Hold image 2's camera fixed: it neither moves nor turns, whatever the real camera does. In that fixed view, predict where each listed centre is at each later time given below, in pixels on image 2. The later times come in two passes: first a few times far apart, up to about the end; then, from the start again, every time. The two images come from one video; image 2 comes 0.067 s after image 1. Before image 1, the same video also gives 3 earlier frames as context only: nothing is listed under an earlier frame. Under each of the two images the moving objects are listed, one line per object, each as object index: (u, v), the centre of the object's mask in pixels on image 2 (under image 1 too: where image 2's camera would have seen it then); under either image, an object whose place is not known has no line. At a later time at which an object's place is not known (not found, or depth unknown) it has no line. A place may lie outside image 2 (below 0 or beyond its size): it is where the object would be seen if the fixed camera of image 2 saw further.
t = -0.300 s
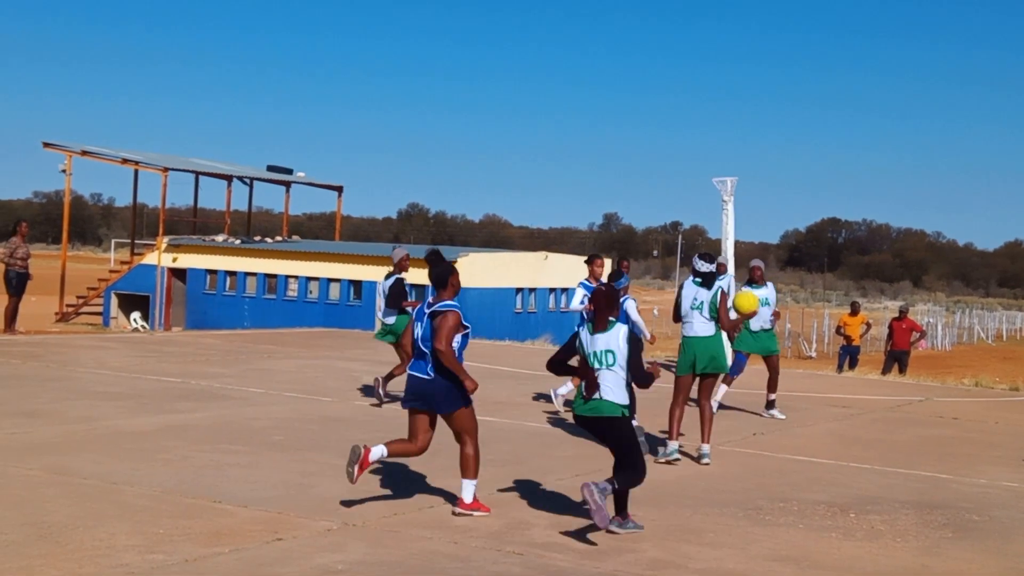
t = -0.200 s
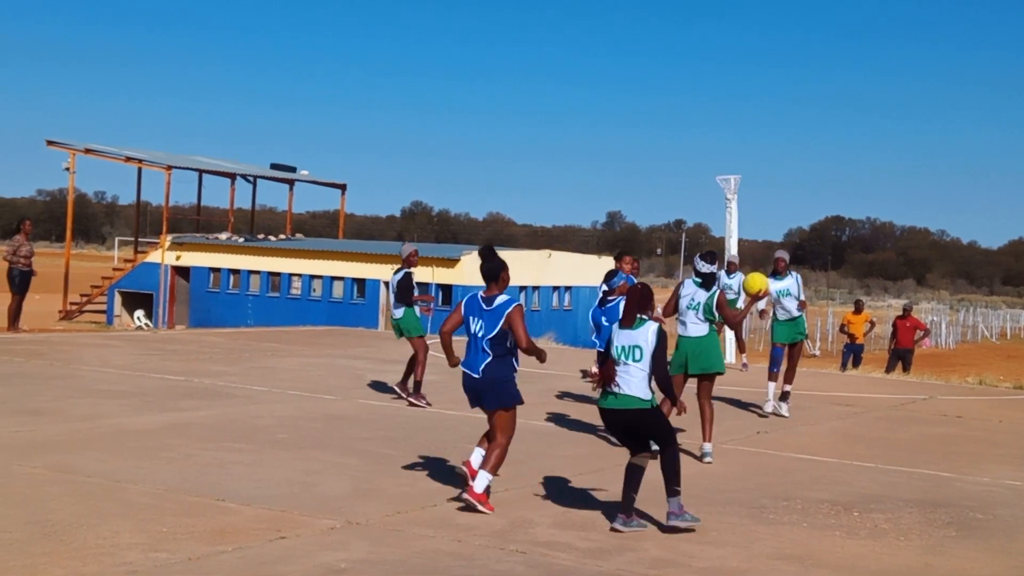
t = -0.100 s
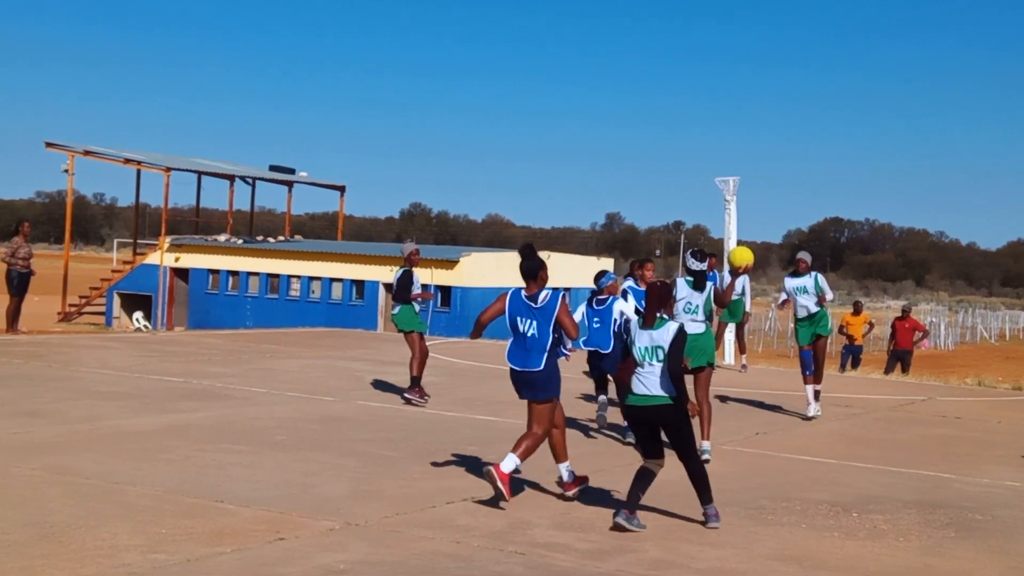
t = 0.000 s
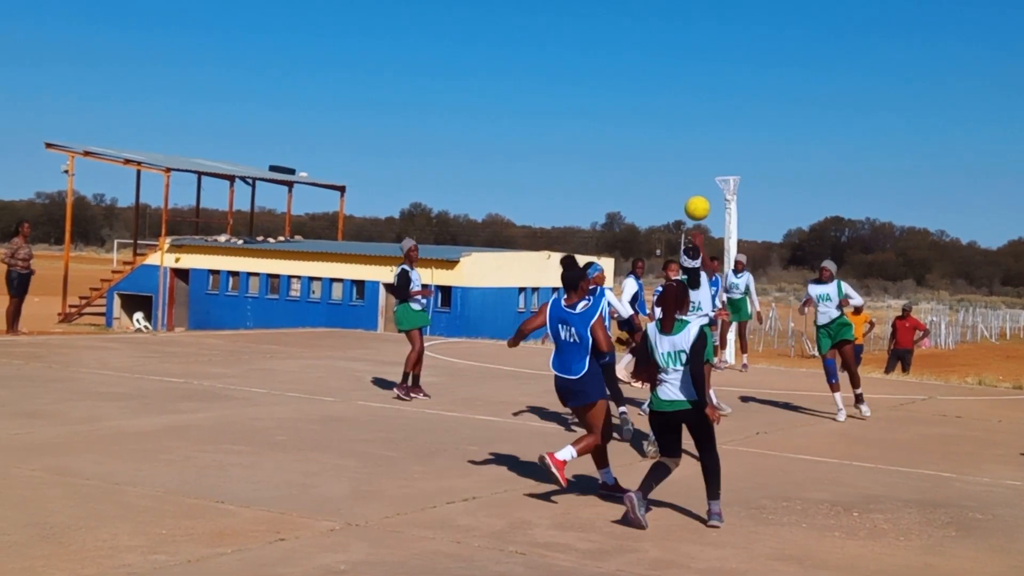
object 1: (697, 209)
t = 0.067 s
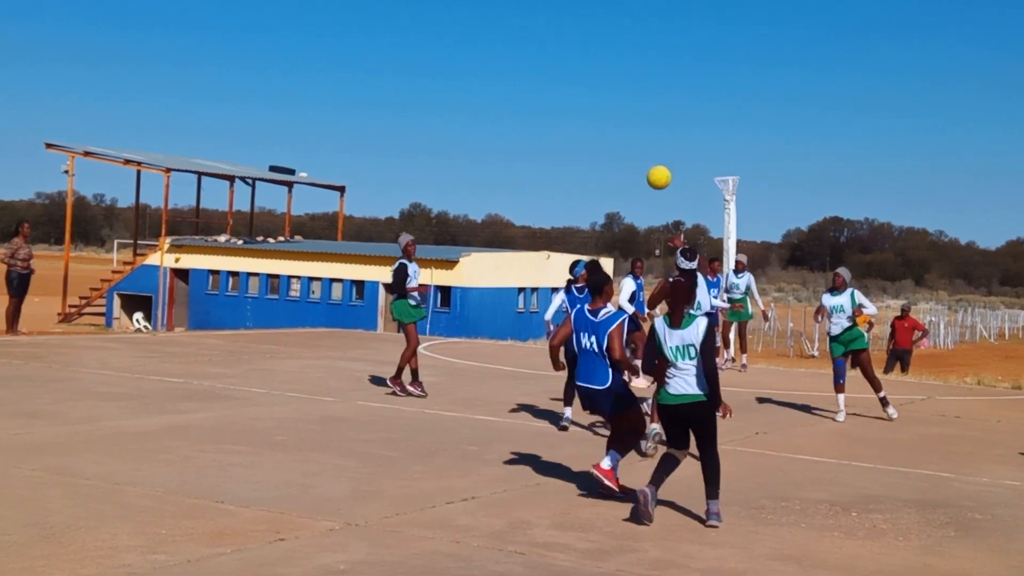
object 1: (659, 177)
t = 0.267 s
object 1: (560, 123)
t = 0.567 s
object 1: (442, 129)
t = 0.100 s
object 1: (641, 165)
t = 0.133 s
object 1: (624, 154)
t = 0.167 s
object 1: (607, 144)
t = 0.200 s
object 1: (591, 136)
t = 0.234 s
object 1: (575, 129)
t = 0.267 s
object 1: (560, 123)
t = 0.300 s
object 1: (545, 120)
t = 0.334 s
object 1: (531, 117)
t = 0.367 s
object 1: (517, 116)
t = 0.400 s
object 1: (503, 116)
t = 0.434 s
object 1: (490, 116)
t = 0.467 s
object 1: (478, 118)
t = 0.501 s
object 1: (465, 121)
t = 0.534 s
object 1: (454, 124)
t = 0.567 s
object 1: (442, 129)
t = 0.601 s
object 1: (431, 134)
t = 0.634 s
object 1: (420, 141)
